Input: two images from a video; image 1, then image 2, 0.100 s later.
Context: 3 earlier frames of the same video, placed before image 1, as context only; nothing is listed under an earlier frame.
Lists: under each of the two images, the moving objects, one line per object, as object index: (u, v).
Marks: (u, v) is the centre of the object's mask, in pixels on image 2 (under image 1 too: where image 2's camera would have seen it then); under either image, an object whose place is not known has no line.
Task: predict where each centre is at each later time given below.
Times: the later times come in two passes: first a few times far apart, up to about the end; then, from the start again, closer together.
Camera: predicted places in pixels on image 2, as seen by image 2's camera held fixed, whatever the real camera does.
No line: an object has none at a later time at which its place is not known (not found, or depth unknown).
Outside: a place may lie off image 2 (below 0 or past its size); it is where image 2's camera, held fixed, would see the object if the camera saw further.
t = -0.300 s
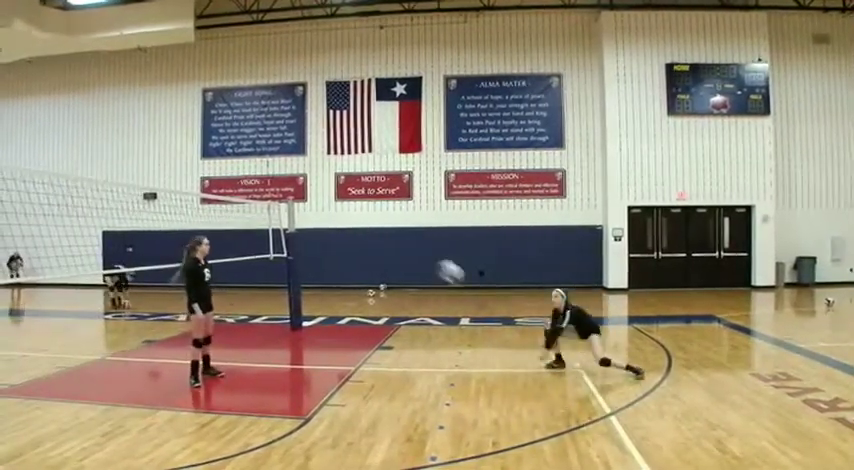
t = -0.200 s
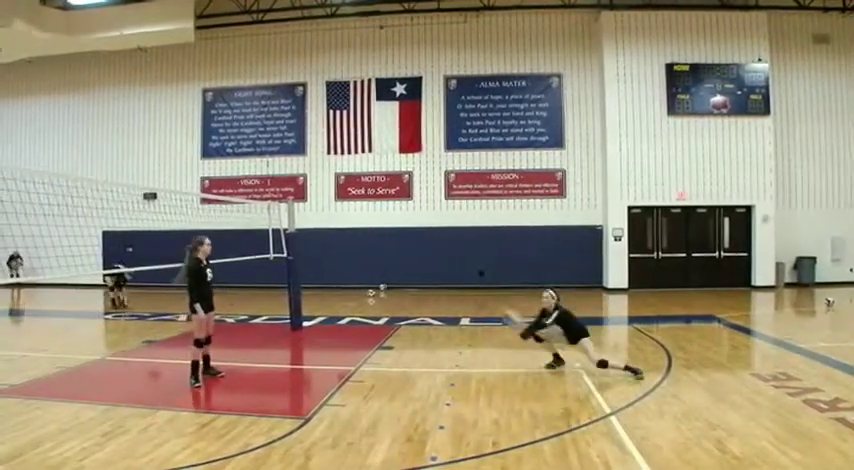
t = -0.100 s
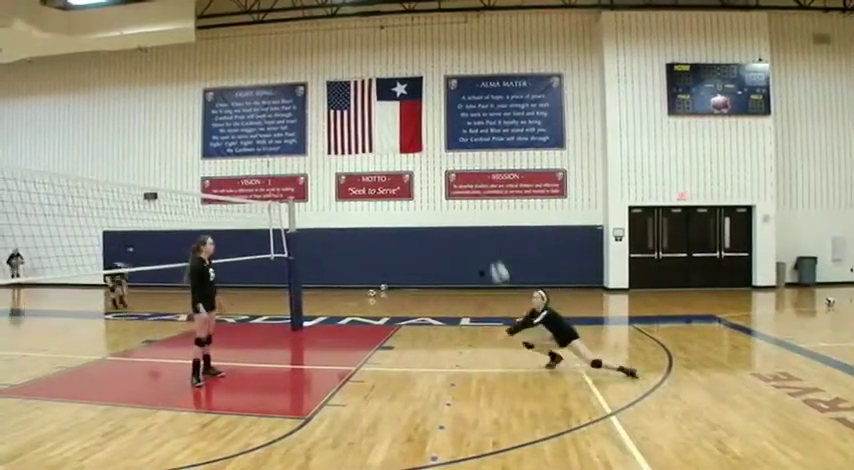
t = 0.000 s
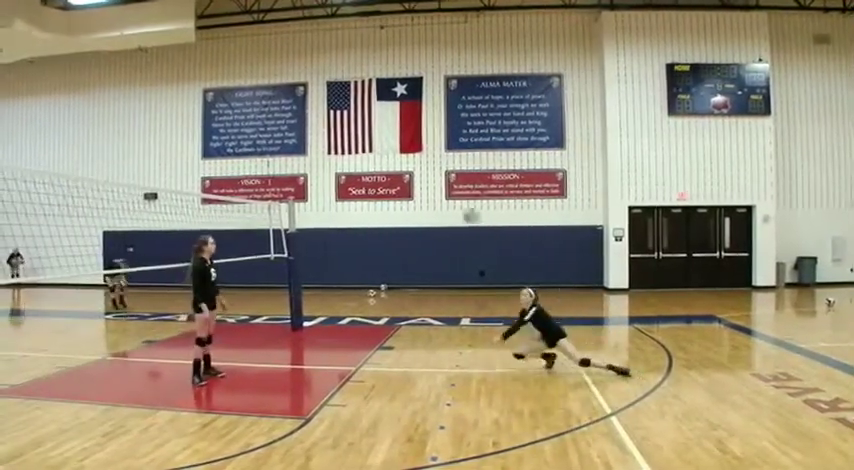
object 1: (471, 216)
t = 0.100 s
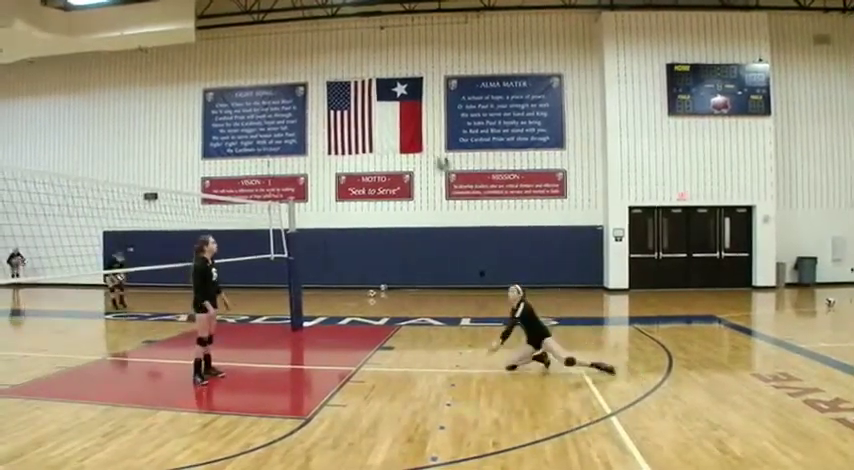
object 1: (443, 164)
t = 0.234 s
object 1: (408, 105)
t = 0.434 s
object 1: (353, 44)
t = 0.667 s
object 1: (293, 16)
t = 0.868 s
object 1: (239, 24)
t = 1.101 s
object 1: (172, 85)
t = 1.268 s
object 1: (126, 158)
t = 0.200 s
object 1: (414, 117)
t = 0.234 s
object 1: (408, 105)
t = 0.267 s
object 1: (397, 92)
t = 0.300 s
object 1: (388, 85)
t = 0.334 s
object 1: (381, 71)
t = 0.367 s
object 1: (372, 64)
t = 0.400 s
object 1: (362, 53)
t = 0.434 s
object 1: (353, 44)
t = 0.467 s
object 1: (345, 38)
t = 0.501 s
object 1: (336, 30)
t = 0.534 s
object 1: (325, 27)
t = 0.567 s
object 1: (320, 21)
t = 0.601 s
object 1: (309, 18)
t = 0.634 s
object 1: (302, 17)
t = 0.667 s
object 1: (293, 16)
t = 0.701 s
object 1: (284, 16)
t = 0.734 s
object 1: (275, 15)
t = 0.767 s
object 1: (266, 17)
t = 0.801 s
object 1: (257, 19)
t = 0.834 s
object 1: (249, 22)
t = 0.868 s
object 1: (239, 24)
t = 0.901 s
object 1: (230, 31)
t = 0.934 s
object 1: (222, 37)
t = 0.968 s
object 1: (212, 43)
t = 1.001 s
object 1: (203, 51)
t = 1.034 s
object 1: (193, 61)
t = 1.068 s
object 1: (182, 72)
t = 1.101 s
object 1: (172, 85)
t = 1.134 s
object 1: (165, 97)
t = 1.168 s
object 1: (155, 112)
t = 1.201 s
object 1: (146, 128)
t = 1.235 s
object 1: (136, 142)
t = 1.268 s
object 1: (126, 158)
